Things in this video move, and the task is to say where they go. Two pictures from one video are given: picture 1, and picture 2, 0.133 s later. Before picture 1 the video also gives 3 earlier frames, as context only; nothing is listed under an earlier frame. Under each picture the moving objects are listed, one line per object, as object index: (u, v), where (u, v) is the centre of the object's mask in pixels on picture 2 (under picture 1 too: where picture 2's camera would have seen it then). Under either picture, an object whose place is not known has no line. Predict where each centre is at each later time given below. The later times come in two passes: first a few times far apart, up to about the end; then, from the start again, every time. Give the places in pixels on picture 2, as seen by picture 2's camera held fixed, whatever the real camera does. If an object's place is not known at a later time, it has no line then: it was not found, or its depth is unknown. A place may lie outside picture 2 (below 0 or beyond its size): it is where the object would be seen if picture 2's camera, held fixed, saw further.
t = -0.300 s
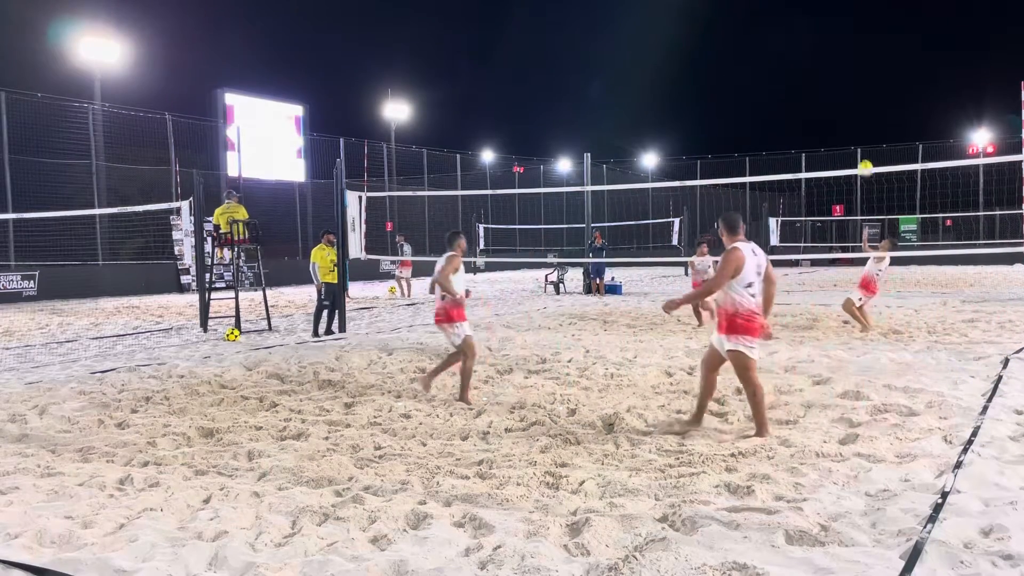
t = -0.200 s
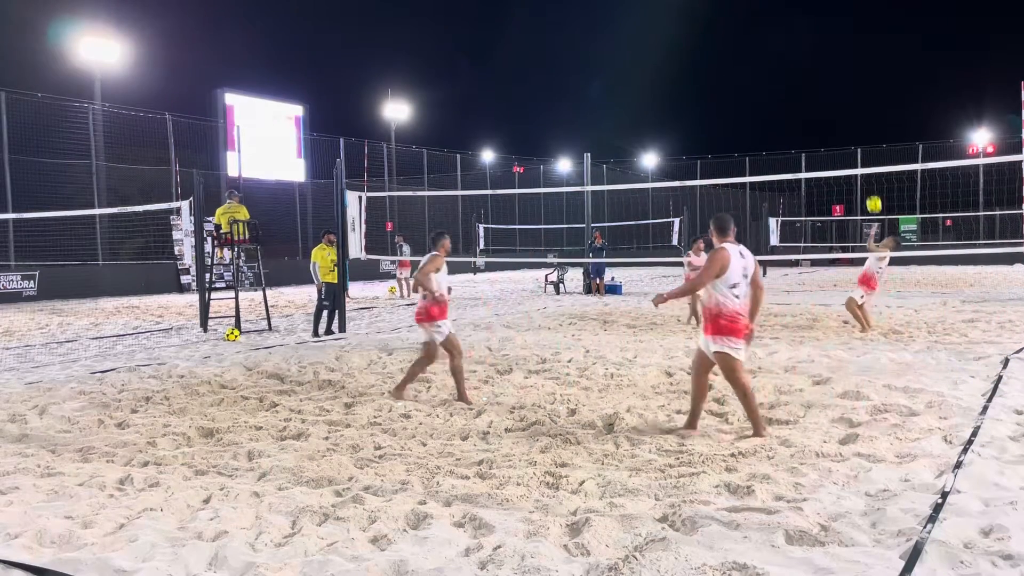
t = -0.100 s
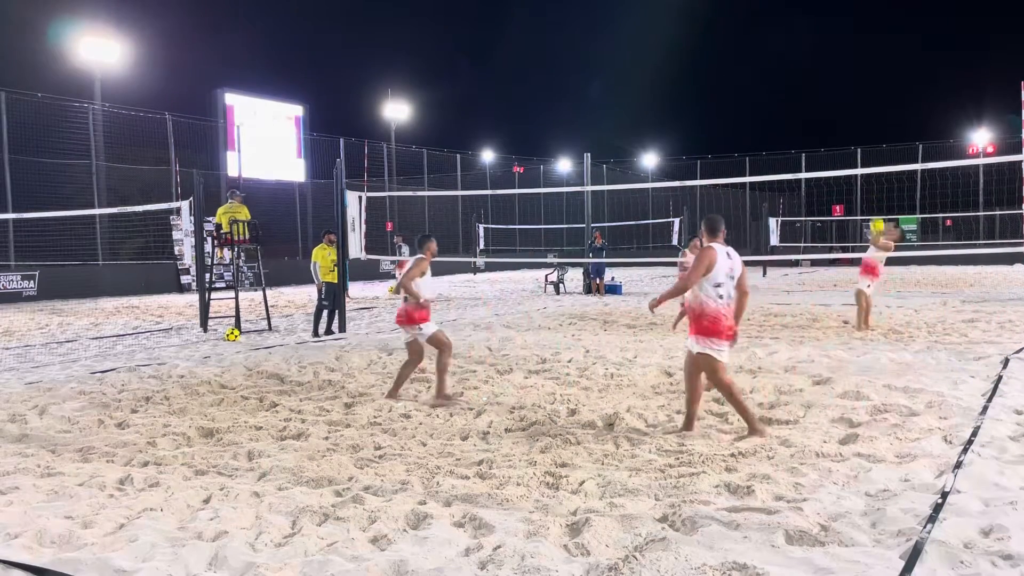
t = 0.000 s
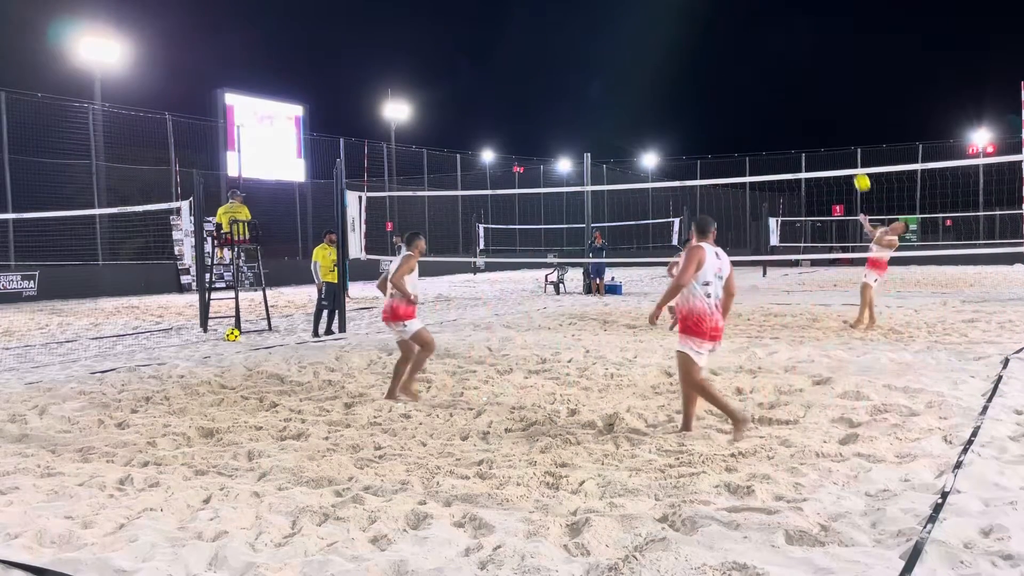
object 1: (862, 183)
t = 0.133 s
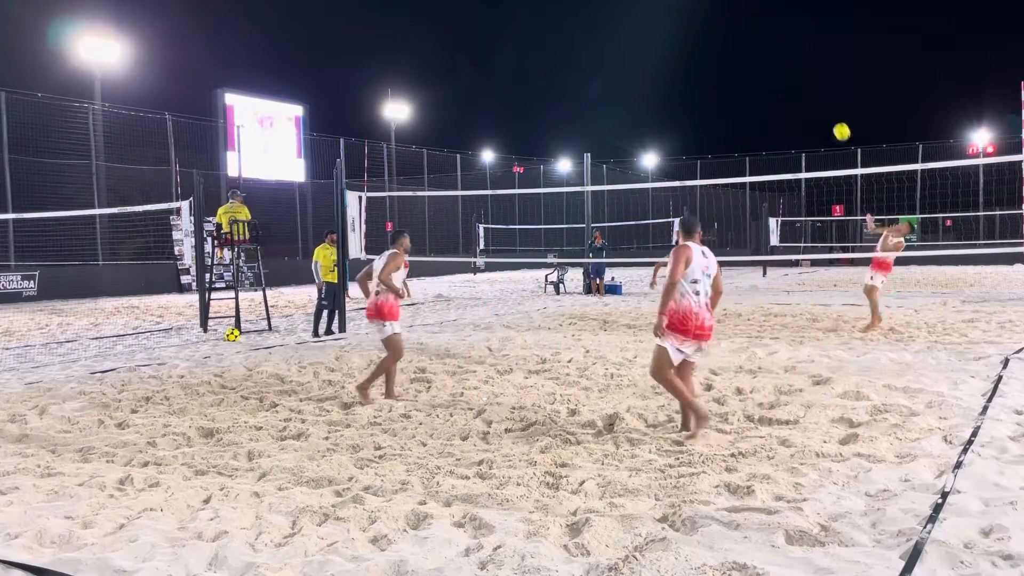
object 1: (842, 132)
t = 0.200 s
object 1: (831, 110)
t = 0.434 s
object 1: (795, 54)
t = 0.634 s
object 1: (764, 32)
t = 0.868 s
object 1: (727, 40)
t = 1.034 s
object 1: (701, 70)
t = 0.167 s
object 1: (837, 121)
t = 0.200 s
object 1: (831, 110)
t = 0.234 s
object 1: (826, 100)
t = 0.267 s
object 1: (821, 91)
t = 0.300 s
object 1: (816, 82)
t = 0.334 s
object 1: (811, 74)
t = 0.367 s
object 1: (806, 66)
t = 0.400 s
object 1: (801, 59)
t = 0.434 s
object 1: (795, 54)
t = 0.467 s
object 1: (790, 48)
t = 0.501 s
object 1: (785, 43)
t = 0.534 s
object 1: (780, 39)
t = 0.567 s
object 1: (775, 36)
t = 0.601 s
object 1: (770, 33)
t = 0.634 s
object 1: (764, 32)
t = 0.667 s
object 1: (759, 31)
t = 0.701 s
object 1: (754, 30)
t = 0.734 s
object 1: (749, 31)
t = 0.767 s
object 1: (743, 32)
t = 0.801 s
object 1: (738, 34)
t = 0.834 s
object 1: (733, 36)
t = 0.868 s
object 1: (727, 40)
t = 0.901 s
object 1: (722, 44)
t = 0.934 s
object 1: (717, 50)
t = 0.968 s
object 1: (712, 55)
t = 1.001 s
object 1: (707, 62)
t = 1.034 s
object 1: (701, 70)
